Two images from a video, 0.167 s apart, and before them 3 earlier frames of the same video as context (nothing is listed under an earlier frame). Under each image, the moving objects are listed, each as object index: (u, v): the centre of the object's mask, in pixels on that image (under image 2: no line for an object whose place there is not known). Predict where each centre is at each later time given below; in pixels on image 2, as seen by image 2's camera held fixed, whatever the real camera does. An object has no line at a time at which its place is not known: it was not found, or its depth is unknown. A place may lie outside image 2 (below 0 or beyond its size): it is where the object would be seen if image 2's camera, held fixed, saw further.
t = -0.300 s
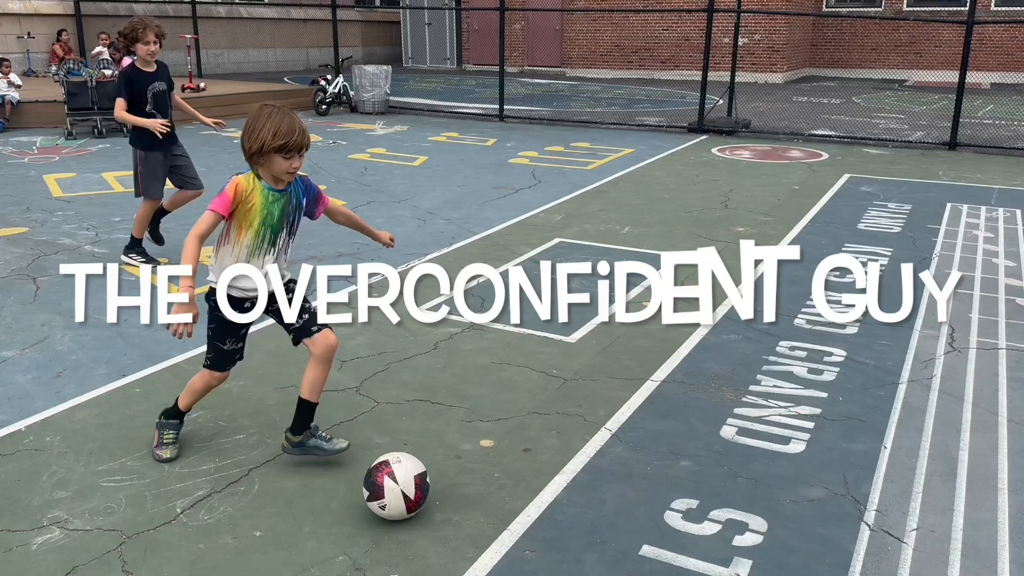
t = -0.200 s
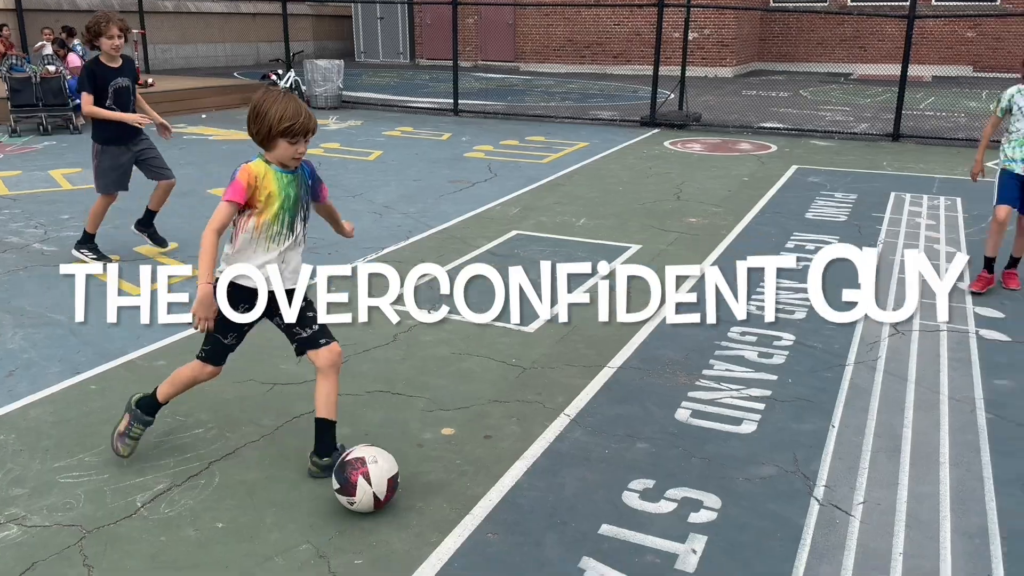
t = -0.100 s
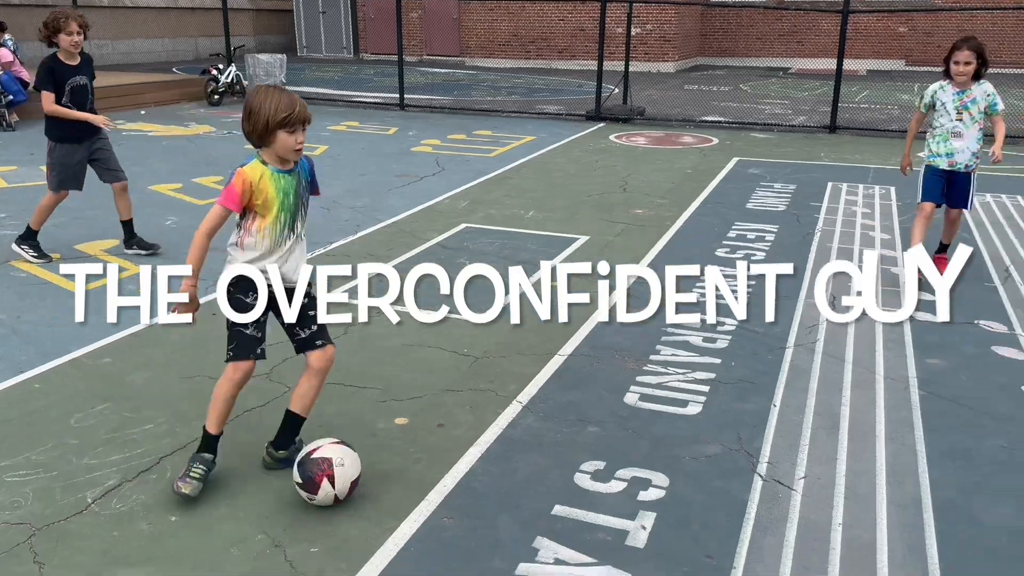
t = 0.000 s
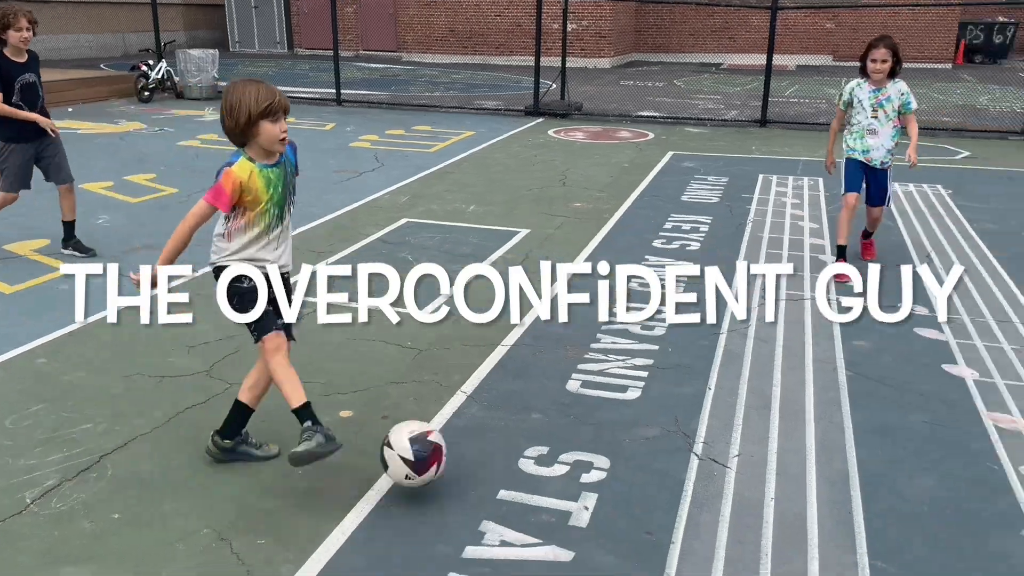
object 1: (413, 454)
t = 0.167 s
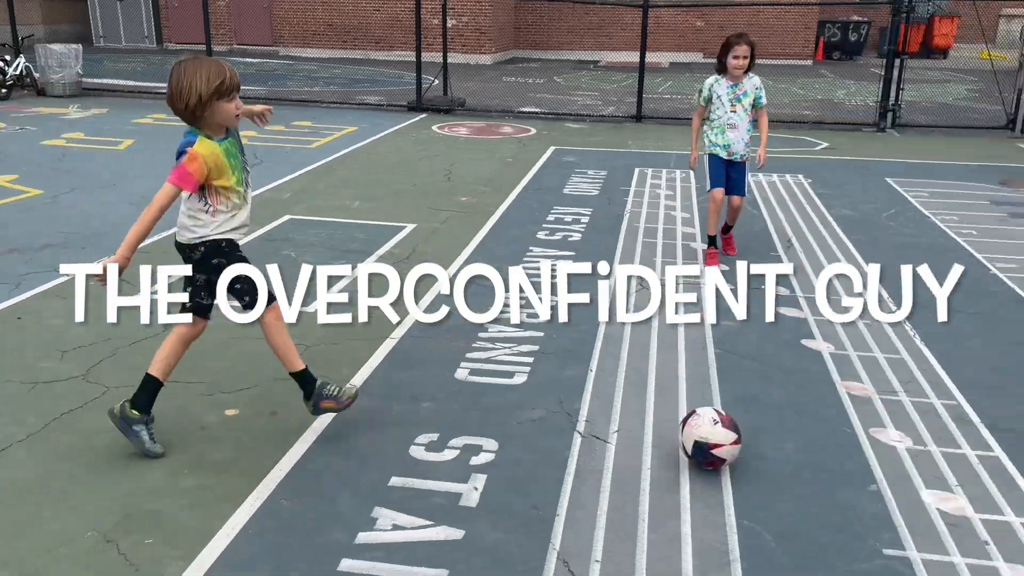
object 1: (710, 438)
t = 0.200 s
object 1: (777, 433)
